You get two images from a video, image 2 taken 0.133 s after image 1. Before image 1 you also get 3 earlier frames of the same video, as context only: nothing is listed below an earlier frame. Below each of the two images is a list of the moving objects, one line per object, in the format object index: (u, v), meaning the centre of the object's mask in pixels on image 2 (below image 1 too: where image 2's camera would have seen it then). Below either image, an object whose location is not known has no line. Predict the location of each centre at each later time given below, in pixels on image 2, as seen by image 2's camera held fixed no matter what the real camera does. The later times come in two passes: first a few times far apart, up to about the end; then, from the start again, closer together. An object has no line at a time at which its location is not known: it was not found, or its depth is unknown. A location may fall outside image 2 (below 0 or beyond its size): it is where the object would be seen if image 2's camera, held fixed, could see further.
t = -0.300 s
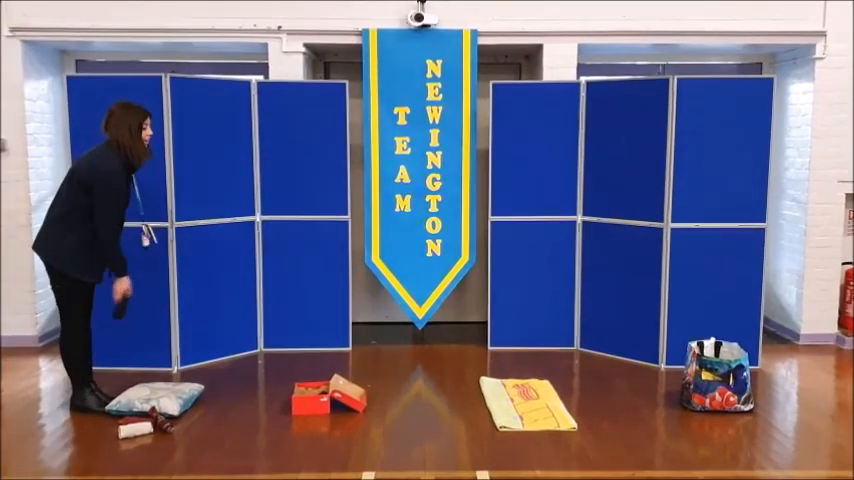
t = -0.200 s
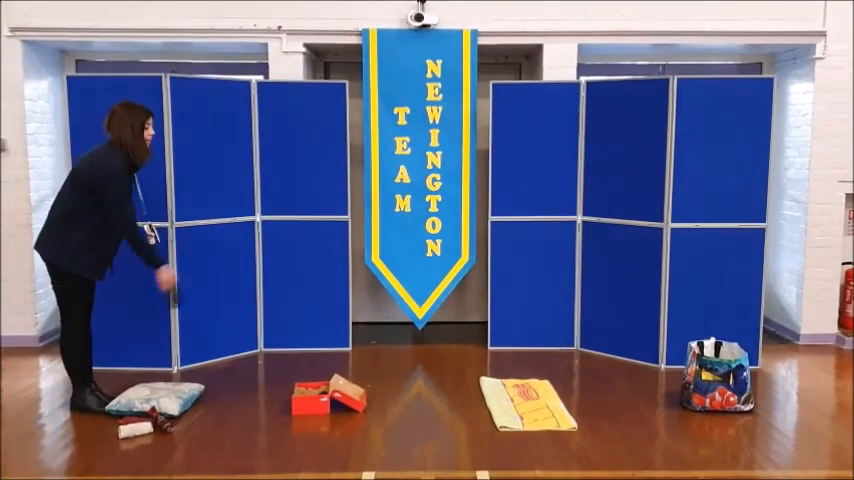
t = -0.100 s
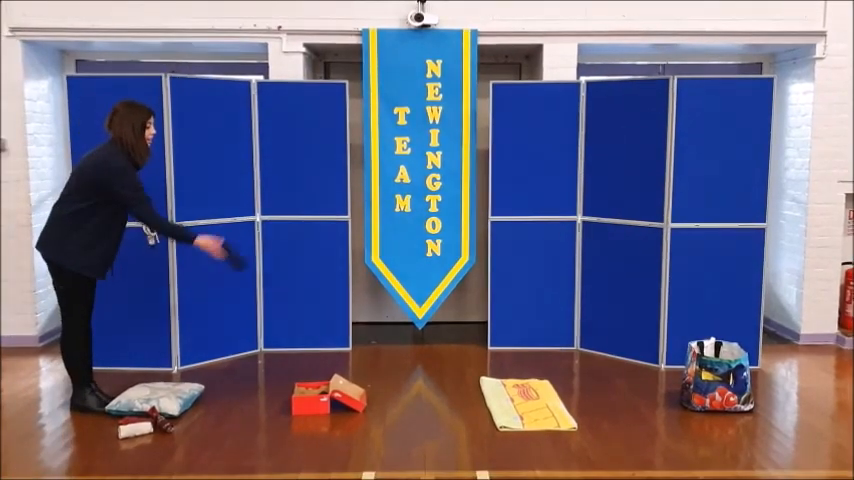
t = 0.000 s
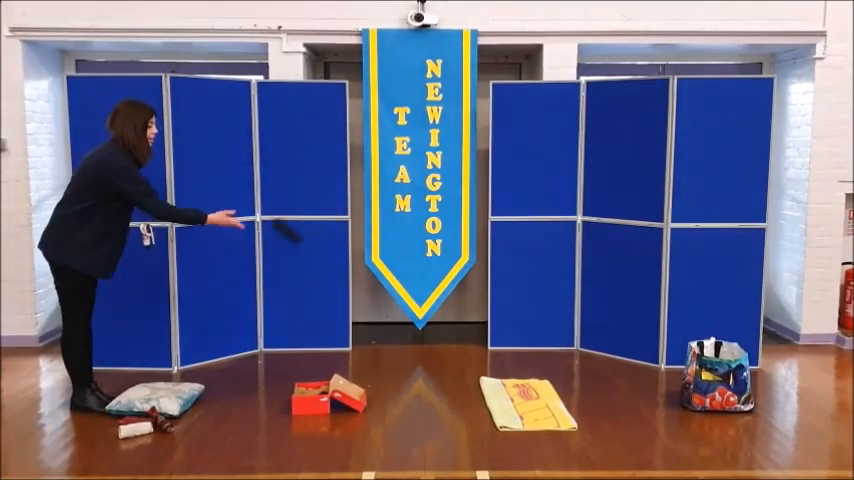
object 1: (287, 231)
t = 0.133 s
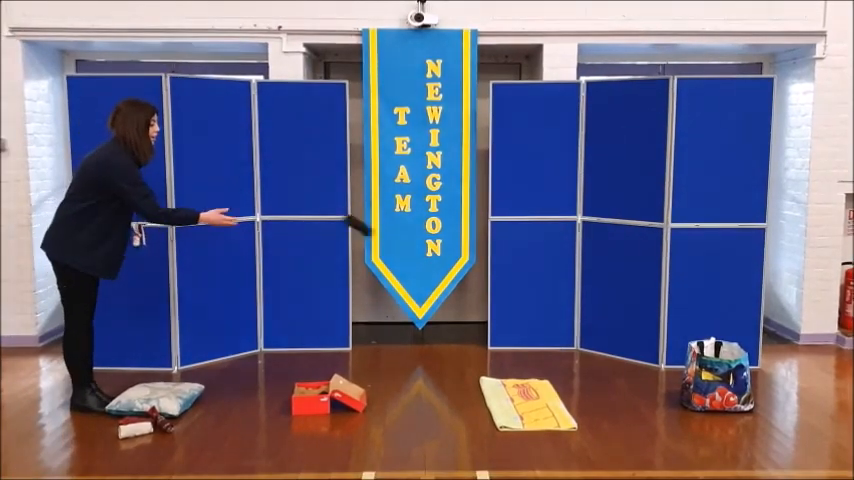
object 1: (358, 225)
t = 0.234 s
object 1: (409, 242)
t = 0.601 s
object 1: (569, 397)
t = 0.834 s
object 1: (607, 407)
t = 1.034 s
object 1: (617, 405)
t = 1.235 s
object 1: (617, 405)
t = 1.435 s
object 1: (617, 405)
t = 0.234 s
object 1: (409, 242)
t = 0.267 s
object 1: (426, 252)
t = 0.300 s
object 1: (443, 264)
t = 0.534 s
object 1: (554, 400)
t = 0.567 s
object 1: (563, 400)
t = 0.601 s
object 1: (569, 397)
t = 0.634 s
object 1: (576, 396)
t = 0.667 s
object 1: (582, 398)
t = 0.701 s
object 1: (587, 400)
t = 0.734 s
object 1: (593, 403)
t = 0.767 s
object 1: (598, 404)
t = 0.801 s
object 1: (603, 407)
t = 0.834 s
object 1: (607, 407)
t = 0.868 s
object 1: (610, 406)
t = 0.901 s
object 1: (612, 406)
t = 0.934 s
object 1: (614, 406)
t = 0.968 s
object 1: (615, 406)
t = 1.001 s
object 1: (616, 405)
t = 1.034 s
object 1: (617, 405)
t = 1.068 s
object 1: (617, 405)
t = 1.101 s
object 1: (617, 405)
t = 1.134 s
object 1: (617, 405)
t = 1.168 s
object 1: (617, 405)
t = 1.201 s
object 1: (617, 405)
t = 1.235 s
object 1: (617, 405)
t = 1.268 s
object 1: (617, 405)
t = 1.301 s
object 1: (617, 405)
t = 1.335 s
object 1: (617, 405)
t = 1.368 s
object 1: (617, 405)
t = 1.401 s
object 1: (617, 405)
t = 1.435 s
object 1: (617, 405)
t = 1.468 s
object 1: (617, 405)
